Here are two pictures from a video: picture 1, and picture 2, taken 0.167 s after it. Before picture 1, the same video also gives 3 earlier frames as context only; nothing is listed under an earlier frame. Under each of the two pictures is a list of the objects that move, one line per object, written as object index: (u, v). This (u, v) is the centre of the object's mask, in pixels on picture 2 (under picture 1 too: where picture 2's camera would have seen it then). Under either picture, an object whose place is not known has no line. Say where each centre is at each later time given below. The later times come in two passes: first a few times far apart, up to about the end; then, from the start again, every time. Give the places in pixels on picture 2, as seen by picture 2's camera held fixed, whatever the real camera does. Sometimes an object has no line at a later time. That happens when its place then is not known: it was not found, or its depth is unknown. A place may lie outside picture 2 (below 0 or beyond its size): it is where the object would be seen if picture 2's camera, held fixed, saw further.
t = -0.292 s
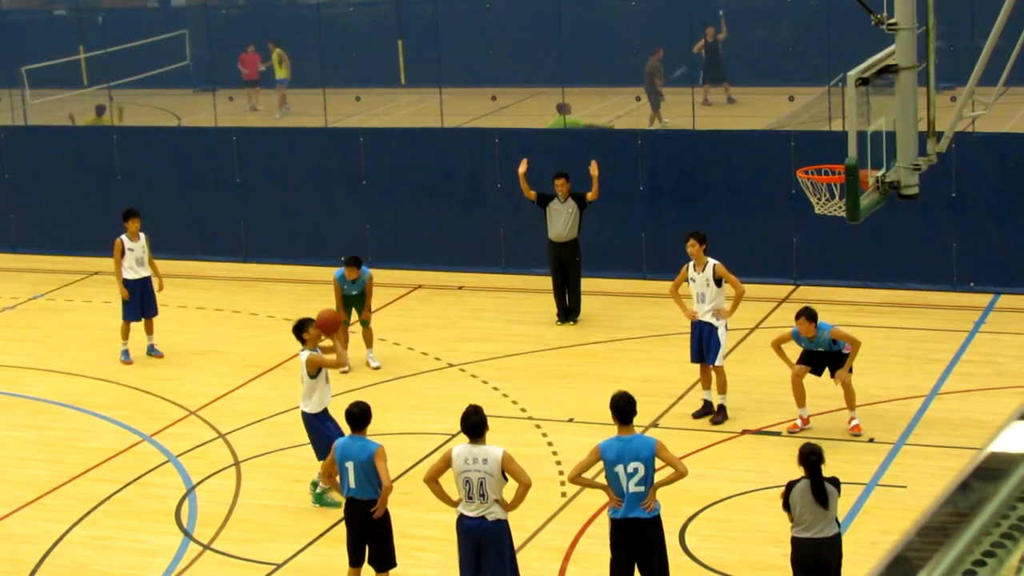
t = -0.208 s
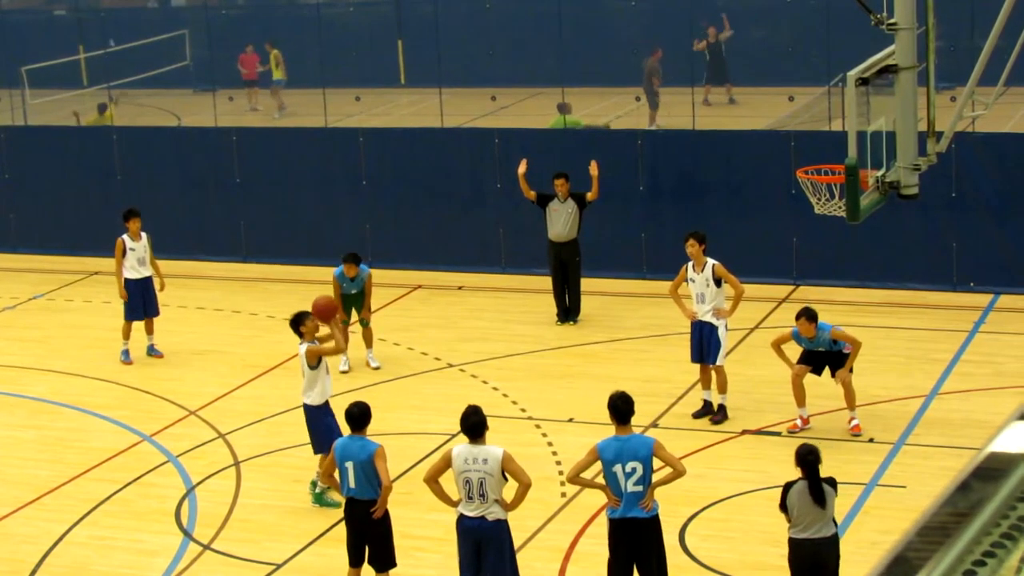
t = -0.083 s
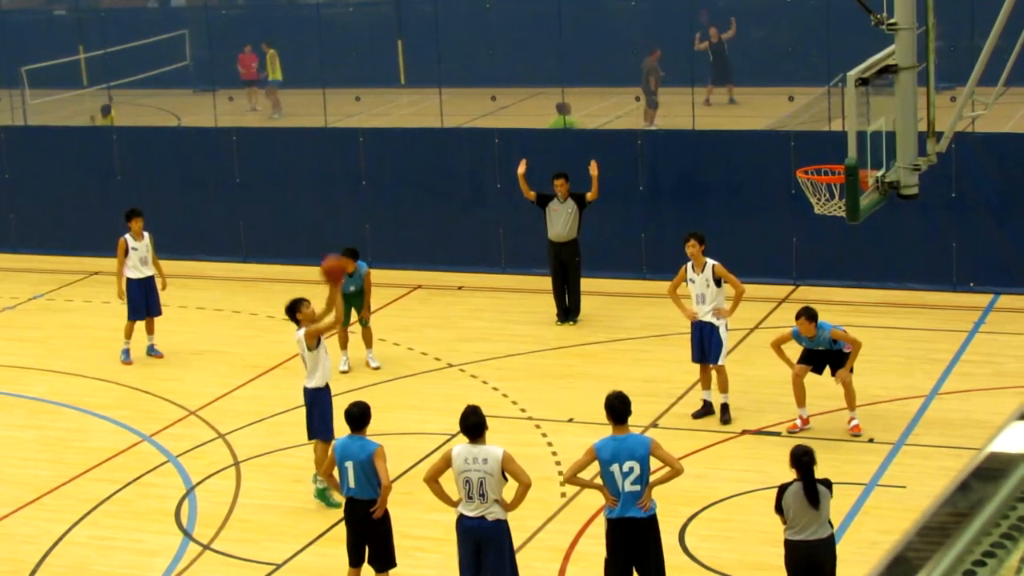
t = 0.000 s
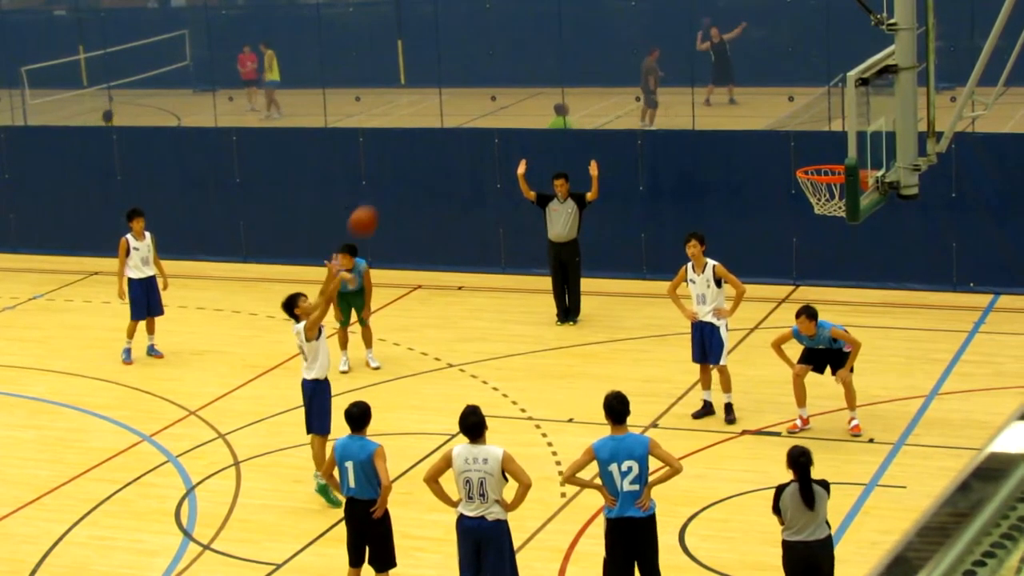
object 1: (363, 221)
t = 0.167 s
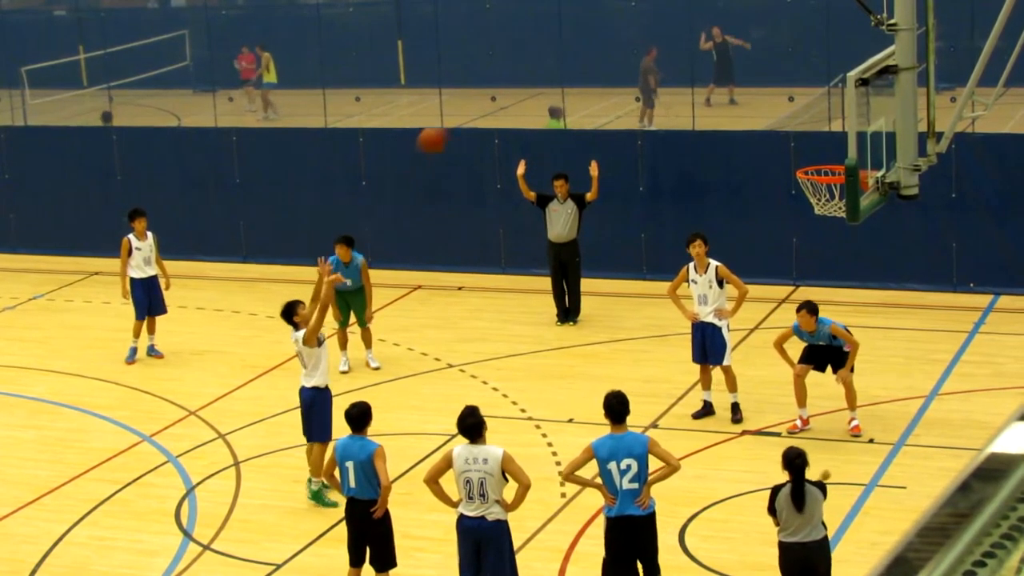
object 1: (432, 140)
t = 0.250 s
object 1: (470, 108)
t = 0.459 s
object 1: (566, 60)
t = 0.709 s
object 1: (690, 66)
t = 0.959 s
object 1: (824, 150)
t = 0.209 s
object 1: (451, 124)
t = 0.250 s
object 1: (470, 108)
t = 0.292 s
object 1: (489, 94)
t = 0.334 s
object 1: (508, 83)
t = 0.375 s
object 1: (527, 73)
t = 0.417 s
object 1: (547, 66)
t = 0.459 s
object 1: (566, 60)
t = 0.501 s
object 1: (586, 55)
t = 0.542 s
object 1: (607, 53)
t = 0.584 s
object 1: (627, 53)
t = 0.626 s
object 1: (649, 55)
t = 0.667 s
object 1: (671, 60)
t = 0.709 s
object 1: (690, 66)
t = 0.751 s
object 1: (713, 75)
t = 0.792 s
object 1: (734, 85)
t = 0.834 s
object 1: (756, 98)
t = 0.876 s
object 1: (780, 115)
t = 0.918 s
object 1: (802, 132)
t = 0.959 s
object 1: (824, 150)
